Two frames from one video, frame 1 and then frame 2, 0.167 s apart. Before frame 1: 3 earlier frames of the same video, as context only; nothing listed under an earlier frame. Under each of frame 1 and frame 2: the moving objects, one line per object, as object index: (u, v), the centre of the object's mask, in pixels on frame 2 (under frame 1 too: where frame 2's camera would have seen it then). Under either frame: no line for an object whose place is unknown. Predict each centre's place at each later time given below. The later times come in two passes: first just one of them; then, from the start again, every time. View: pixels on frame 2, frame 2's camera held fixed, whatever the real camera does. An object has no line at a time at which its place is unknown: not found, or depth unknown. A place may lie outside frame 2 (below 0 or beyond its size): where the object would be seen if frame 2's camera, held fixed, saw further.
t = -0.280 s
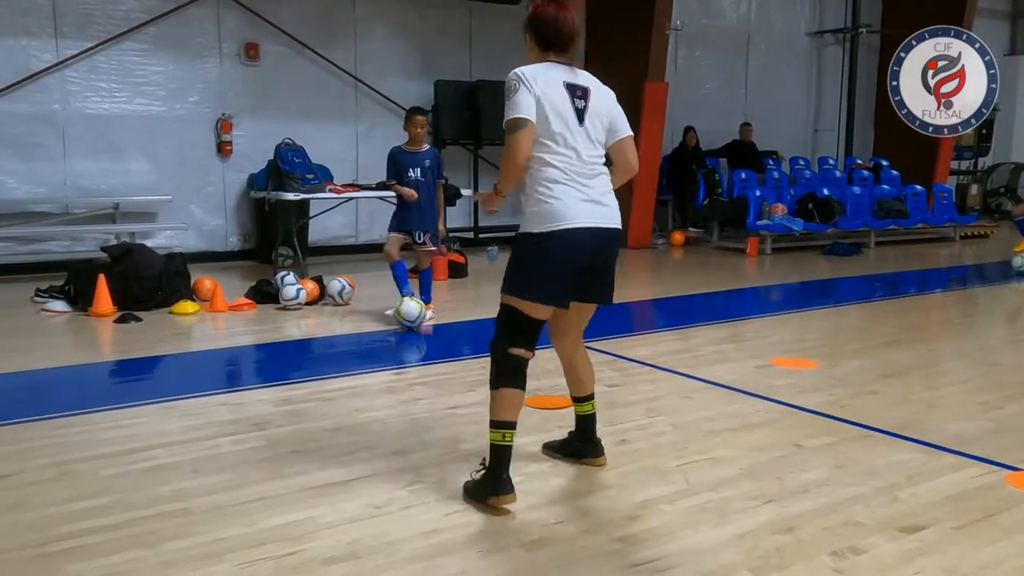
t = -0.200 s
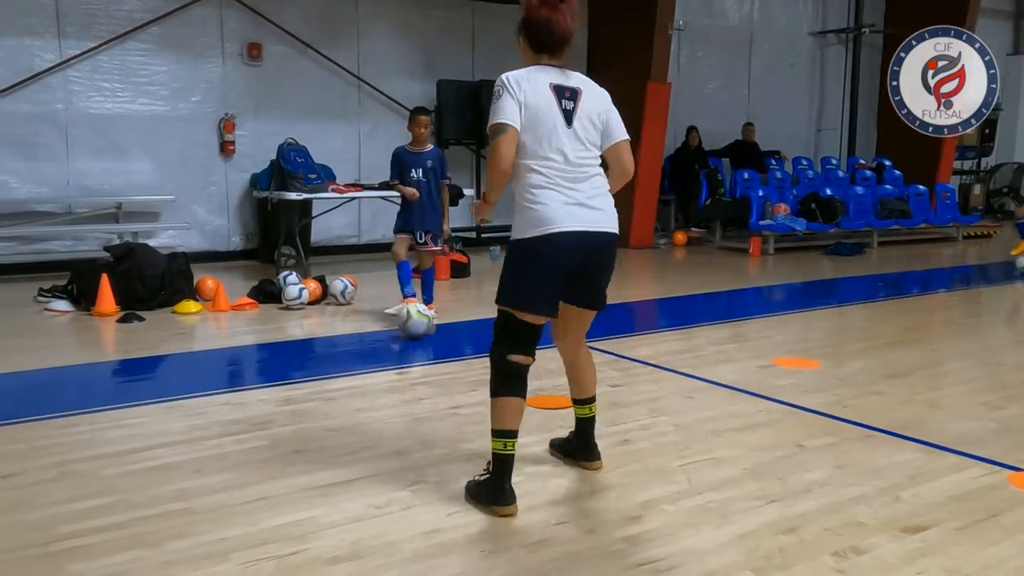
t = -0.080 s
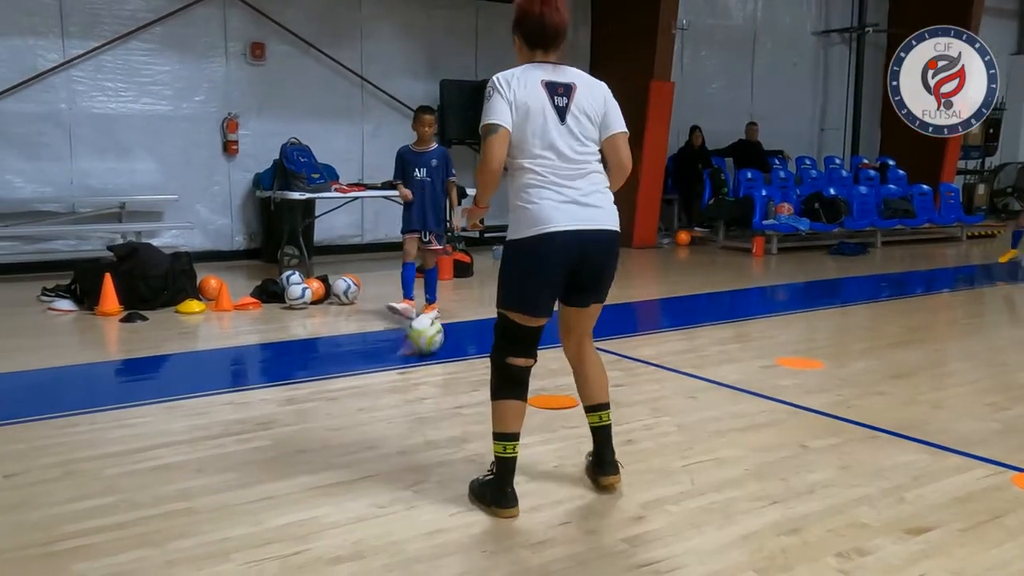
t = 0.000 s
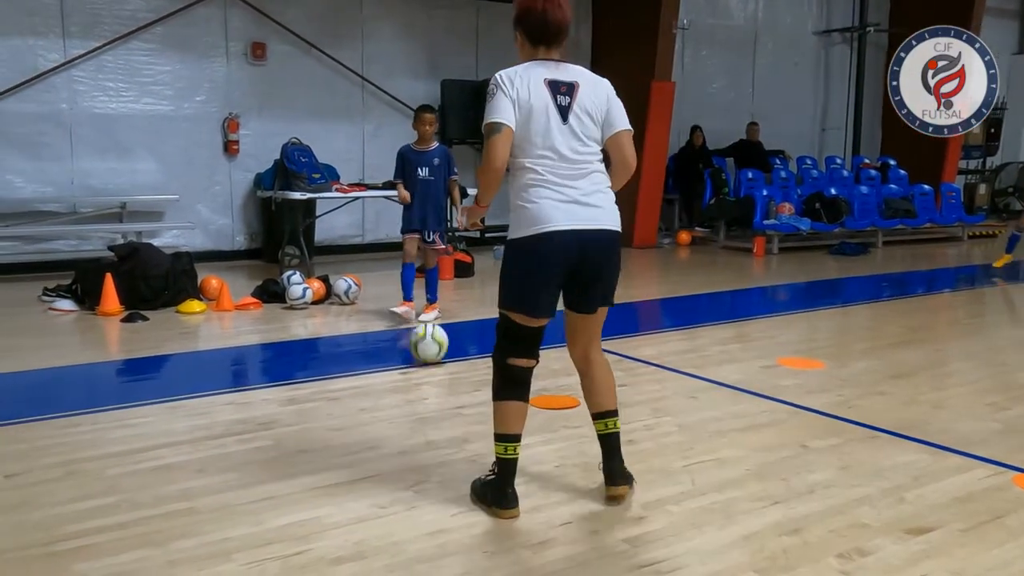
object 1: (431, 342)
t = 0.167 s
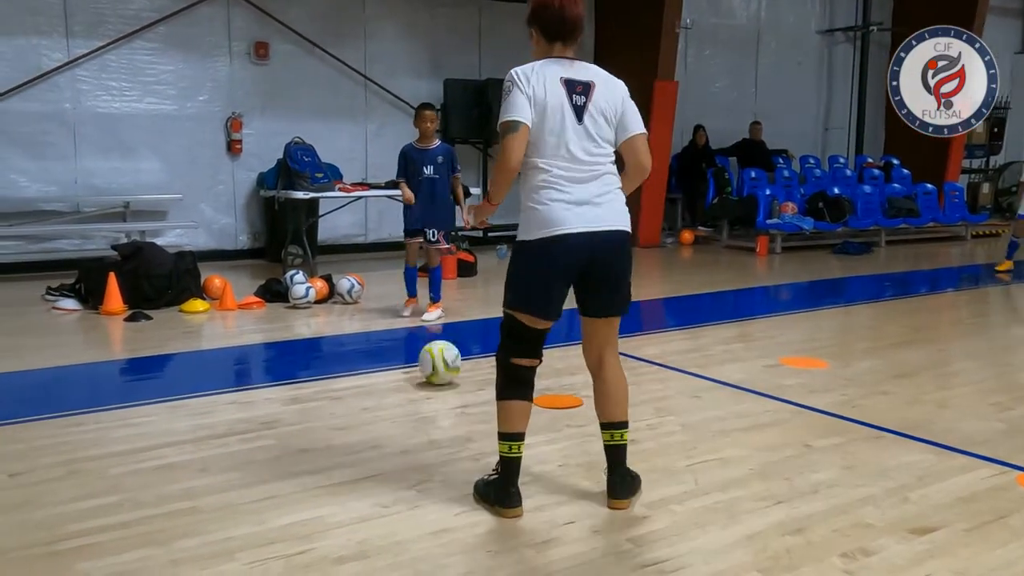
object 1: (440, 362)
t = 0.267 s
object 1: (444, 375)
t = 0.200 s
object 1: (441, 367)
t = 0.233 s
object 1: (443, 371)
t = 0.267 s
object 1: (444, 375)
